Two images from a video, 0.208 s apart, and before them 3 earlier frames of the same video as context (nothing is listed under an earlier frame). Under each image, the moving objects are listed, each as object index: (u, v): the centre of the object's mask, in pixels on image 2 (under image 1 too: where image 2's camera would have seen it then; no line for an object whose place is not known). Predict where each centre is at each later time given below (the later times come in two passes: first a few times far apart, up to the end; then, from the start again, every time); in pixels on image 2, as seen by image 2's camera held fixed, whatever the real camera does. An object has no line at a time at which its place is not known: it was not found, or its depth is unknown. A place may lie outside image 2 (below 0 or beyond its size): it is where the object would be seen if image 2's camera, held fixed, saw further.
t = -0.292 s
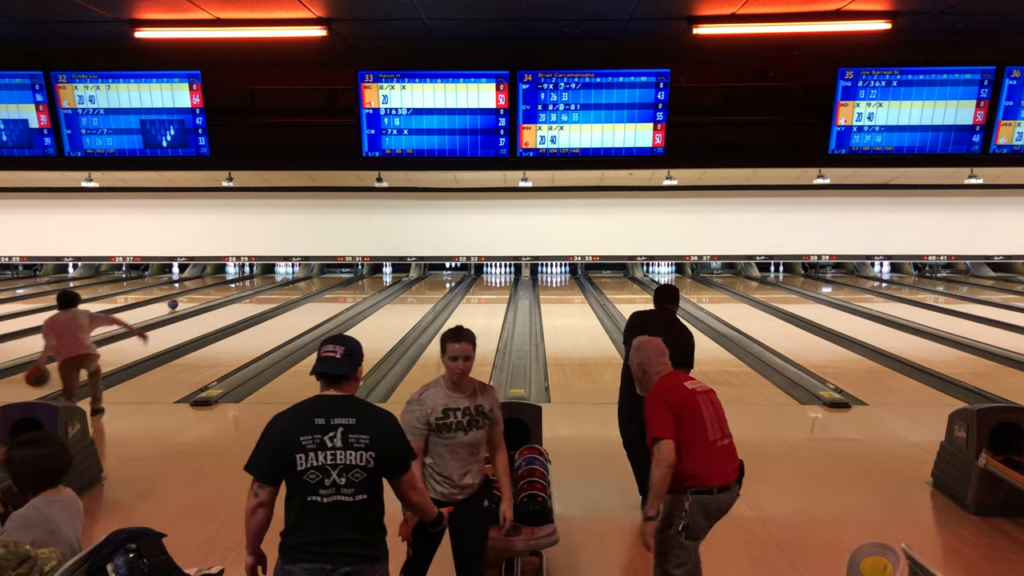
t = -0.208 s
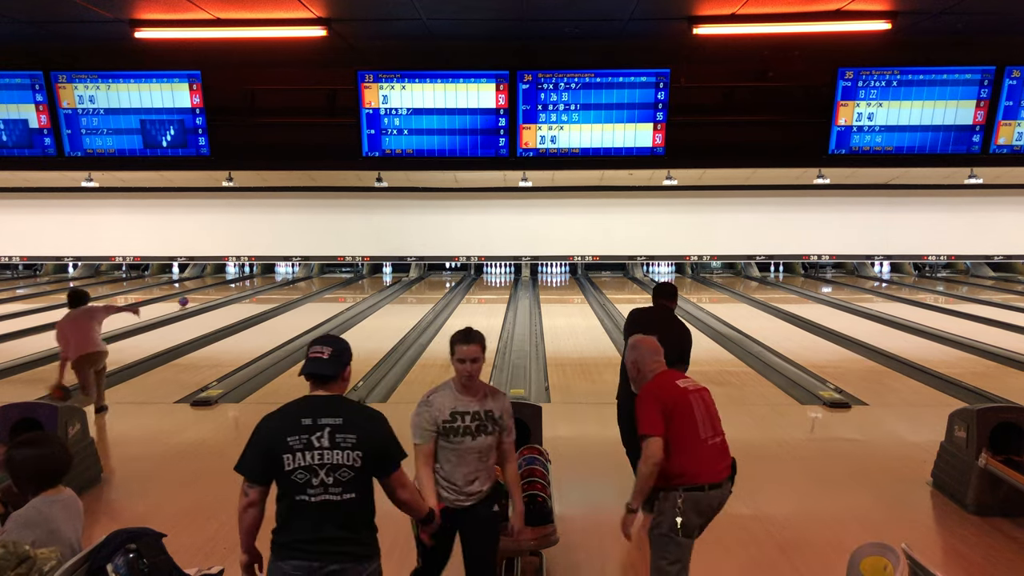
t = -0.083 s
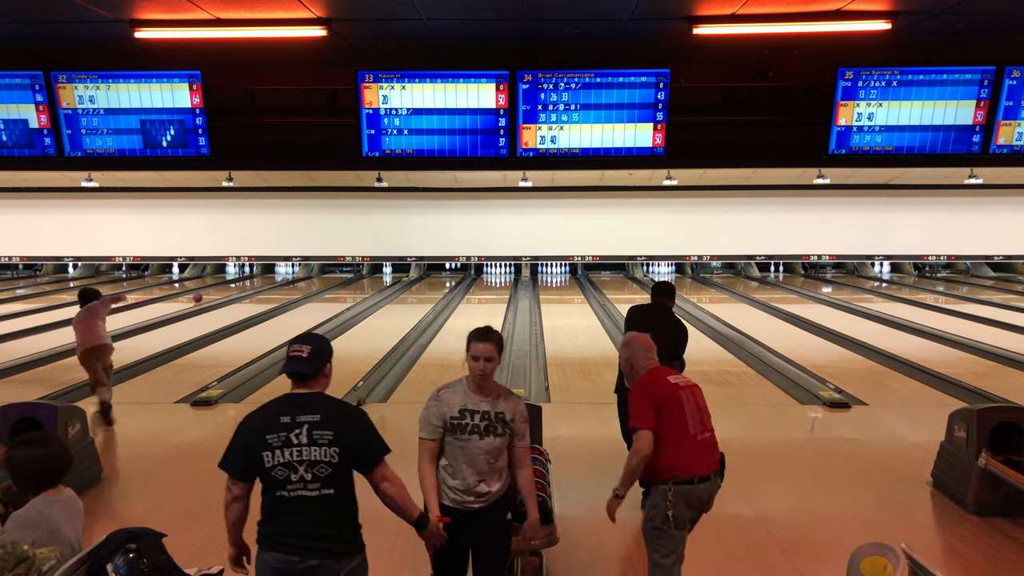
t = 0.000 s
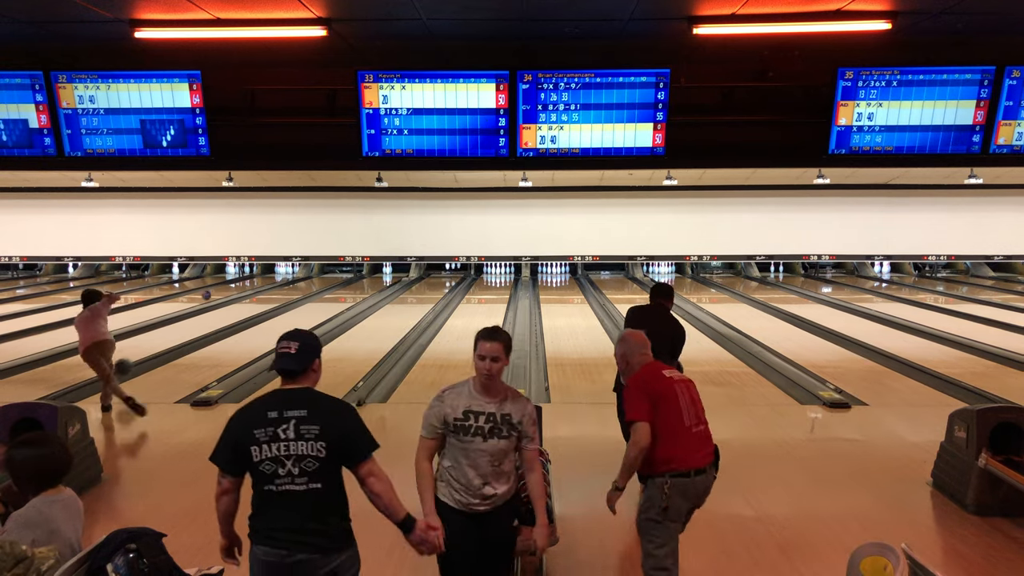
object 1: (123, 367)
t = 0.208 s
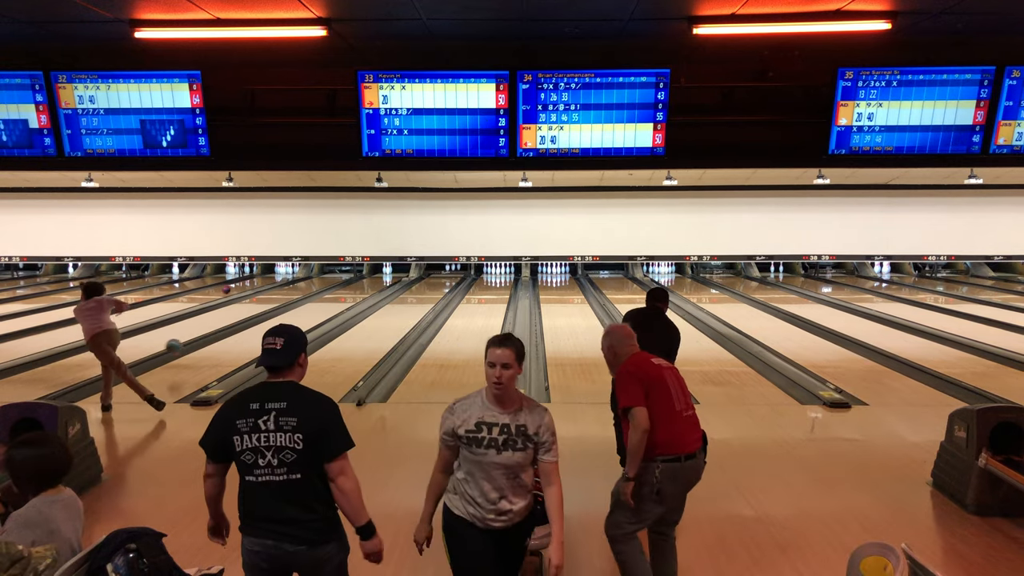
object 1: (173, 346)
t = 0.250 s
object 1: (183, 345)
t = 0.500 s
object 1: (226, 337)
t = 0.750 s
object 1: (261, 323)
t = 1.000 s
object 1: (288, 311)
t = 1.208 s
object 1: (307, 304)
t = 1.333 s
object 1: (317, 299)
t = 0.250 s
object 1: (183, 345)
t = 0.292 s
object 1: (190, 349)
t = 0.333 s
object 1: (198, 349)
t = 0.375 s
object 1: (206, 345)
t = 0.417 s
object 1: (213, 342)
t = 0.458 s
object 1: (220, 340)
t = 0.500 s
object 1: (226, 337)
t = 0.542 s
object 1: (233, 335)
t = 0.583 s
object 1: (239, 332)
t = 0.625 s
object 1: (244, 329)
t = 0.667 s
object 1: (250, 327)
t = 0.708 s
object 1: (255, 325)
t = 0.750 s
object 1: (261, 323)
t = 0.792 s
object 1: (266, 320)
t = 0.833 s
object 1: (271, 318)
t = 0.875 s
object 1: (275, 316)
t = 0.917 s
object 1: (280, 315)
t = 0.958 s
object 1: (284, 313)
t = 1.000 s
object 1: (288, 311)
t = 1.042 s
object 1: (292, 310)
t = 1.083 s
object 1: (296, 309)
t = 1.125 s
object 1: (299, 307)
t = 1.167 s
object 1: (303, 305)
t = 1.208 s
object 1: (307, 304)
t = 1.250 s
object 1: (311, 302)
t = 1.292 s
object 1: (313, 301)
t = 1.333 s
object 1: (317, 299)
